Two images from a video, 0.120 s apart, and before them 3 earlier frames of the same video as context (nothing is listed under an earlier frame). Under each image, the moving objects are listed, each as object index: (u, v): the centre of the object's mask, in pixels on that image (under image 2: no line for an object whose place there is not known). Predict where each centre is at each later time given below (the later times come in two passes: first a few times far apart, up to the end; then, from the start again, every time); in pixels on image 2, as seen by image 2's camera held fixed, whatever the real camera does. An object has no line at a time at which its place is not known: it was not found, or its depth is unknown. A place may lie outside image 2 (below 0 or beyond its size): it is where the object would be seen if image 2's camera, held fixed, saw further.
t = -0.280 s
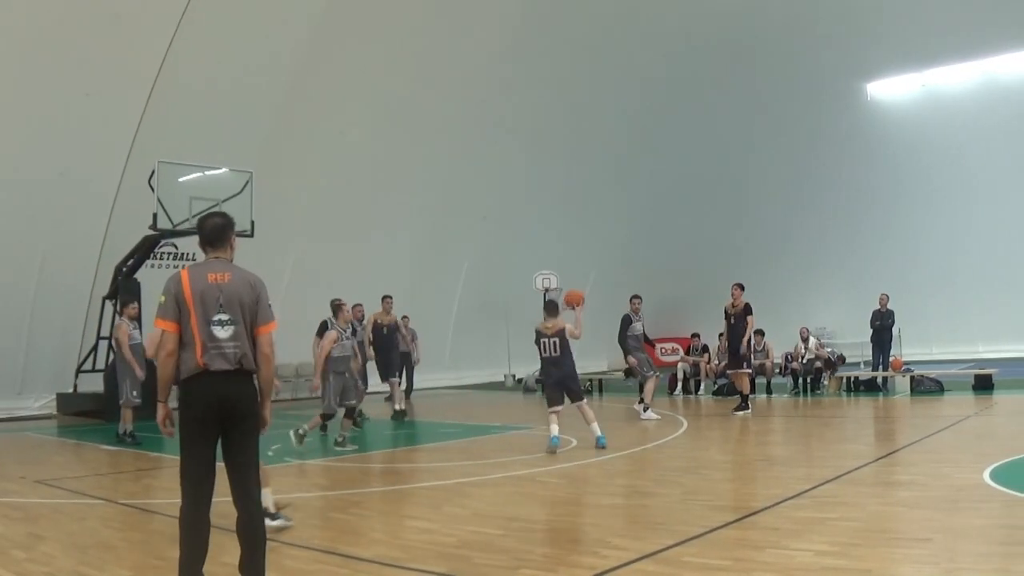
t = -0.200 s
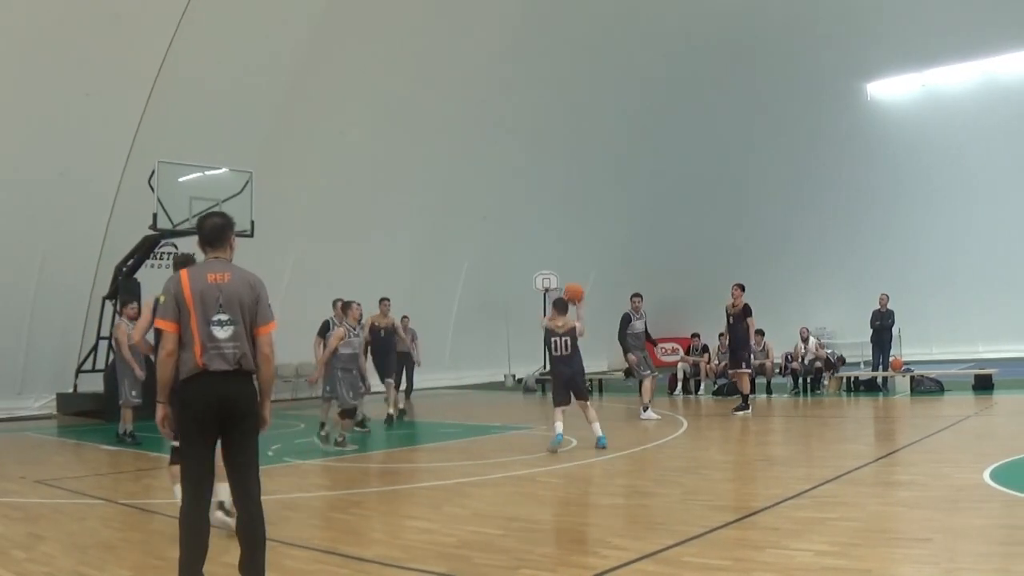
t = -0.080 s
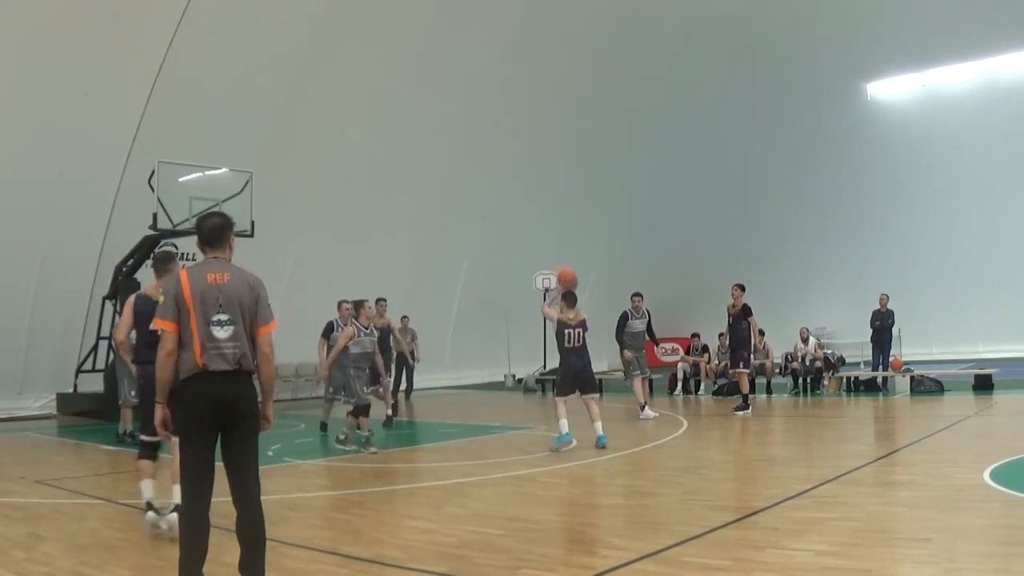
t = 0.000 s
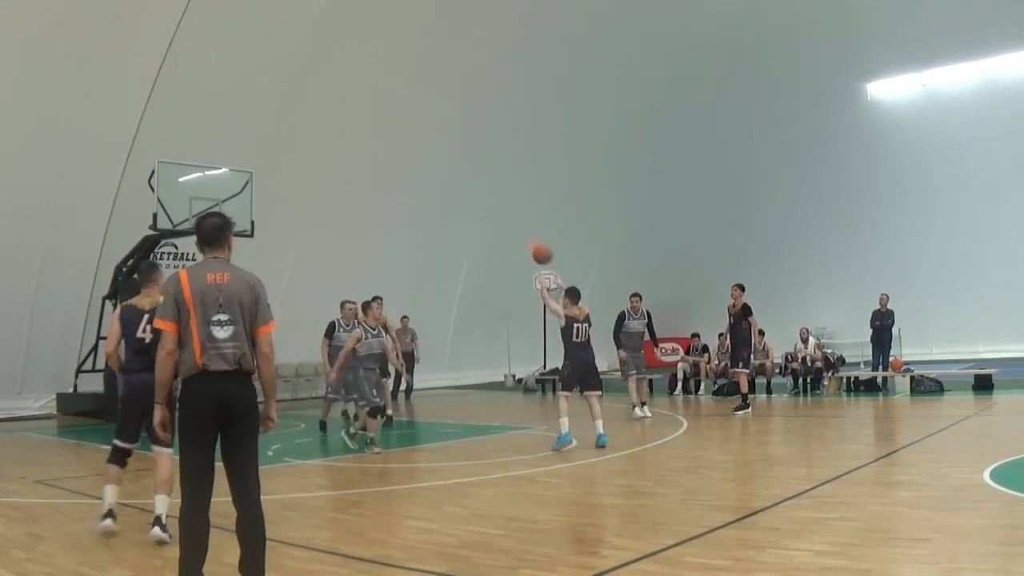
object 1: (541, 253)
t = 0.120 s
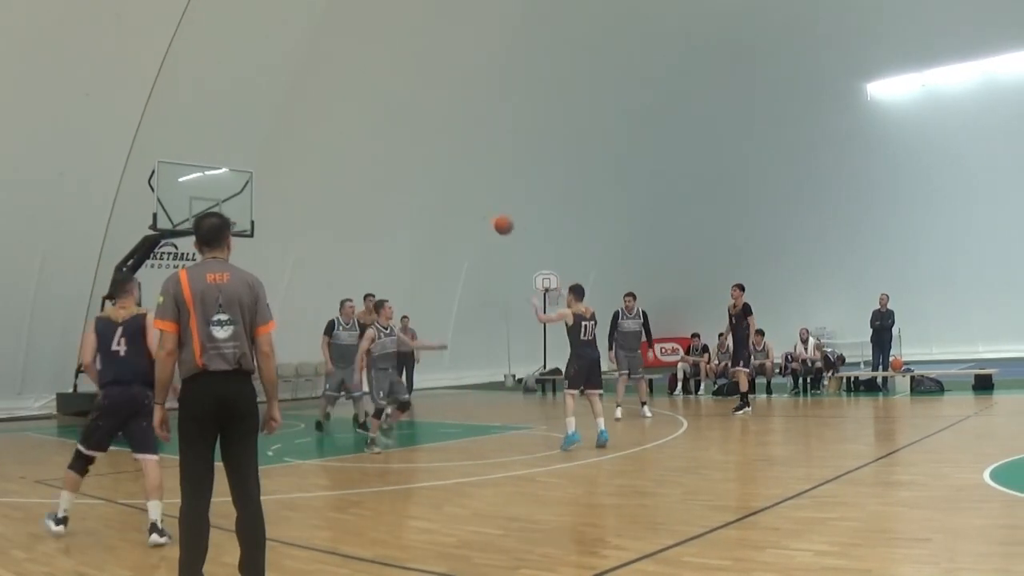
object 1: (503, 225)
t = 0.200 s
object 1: (479, 213)
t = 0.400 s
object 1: (427, 205)
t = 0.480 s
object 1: (408, 209)
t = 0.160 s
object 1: (491, 218)
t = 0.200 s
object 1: (479, 213)
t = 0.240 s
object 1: (468, 208)
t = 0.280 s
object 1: (457, 206)
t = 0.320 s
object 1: (447, 204)
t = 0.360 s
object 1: (437, 204)
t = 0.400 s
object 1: (427, 205)
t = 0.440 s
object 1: (417, 206)
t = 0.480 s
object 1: (408, 209)
